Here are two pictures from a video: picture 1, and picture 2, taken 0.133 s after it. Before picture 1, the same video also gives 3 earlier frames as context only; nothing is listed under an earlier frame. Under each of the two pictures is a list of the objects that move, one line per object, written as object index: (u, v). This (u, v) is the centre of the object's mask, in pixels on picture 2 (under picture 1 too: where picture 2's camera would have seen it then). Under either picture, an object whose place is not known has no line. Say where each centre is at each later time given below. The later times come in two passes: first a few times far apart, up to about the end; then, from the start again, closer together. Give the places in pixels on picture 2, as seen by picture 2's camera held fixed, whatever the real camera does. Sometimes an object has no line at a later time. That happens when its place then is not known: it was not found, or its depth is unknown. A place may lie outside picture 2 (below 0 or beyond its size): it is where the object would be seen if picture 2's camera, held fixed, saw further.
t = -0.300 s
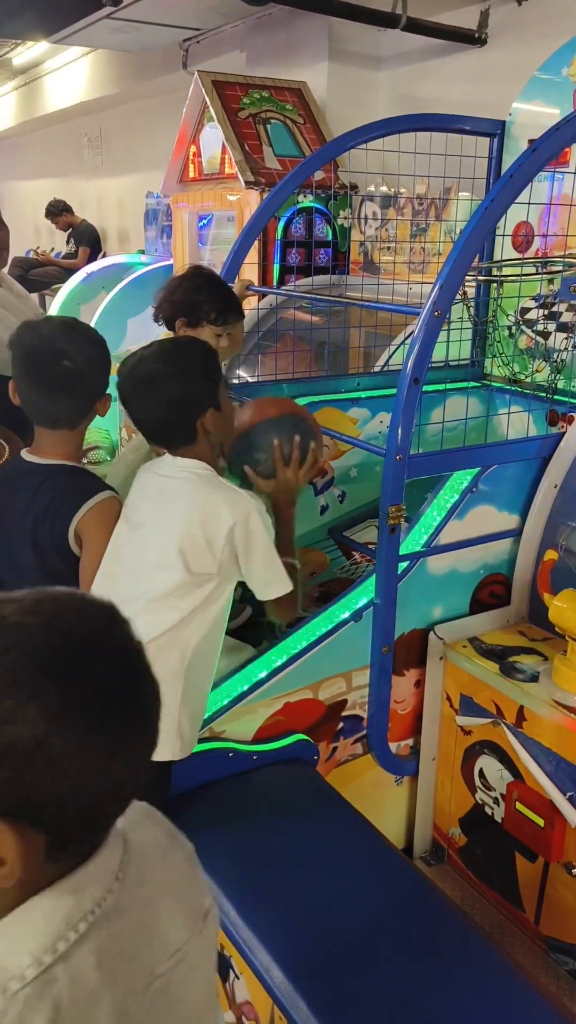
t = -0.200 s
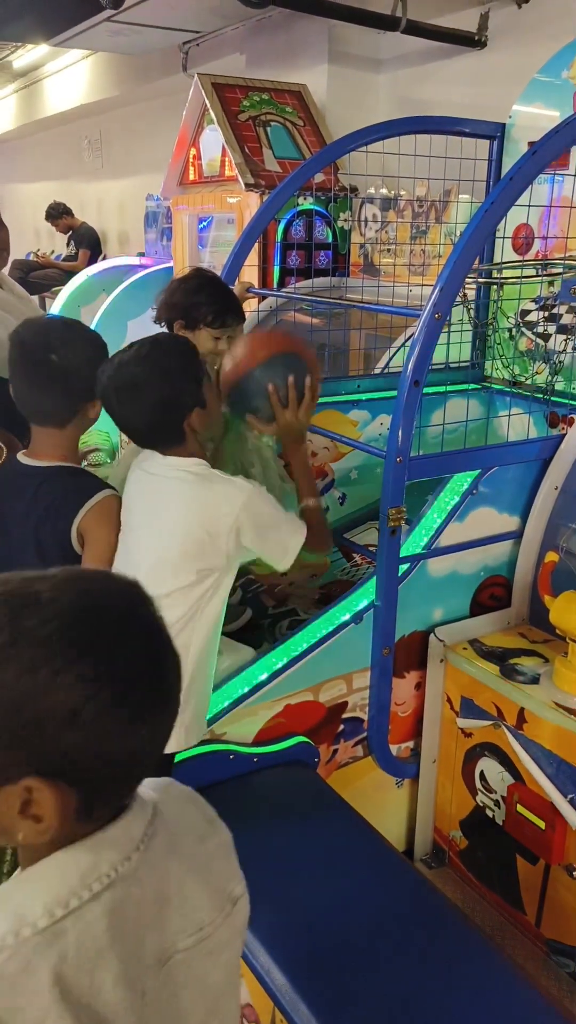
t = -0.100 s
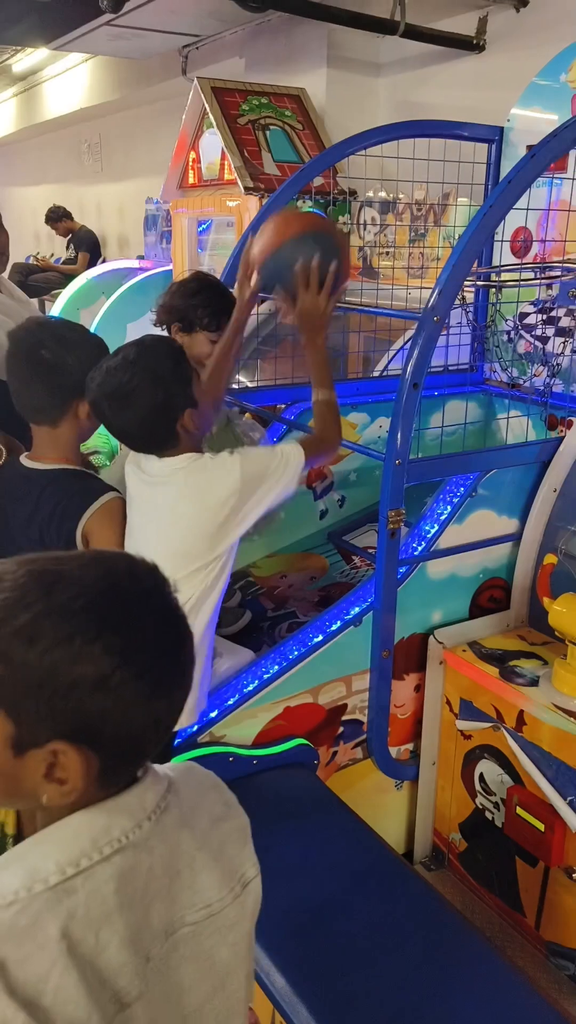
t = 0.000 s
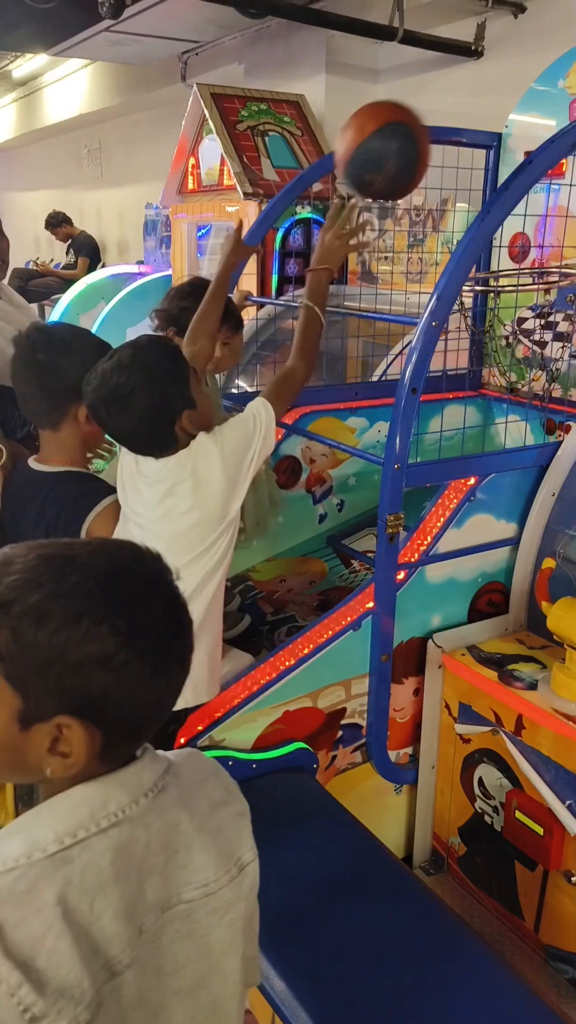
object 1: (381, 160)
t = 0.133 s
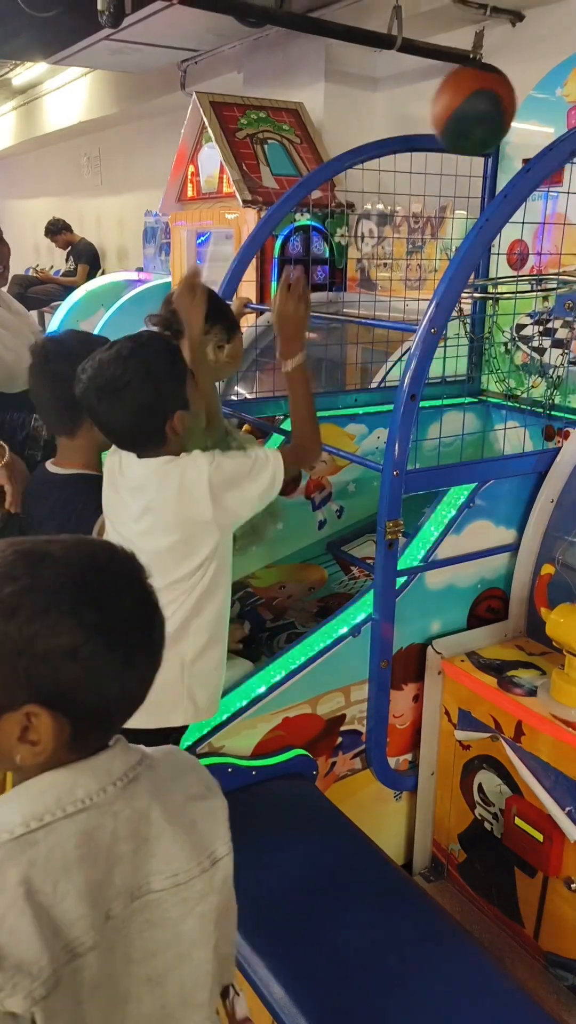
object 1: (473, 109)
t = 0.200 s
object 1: (510, 119)
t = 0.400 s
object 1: (533, 234)
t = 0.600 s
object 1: (548, 253)
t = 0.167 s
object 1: (492, 111)
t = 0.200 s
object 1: (510, 119)
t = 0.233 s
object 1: (523, 128)
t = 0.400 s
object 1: (533, 234)
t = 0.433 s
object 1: (513, 258)
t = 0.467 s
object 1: (501, 269)
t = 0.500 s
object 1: (497, 280)
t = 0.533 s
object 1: (509, 276)
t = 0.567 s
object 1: (530, 262)
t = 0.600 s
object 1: (548, 253)
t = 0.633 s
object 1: (561, 245)
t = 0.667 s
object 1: (571, 242)
